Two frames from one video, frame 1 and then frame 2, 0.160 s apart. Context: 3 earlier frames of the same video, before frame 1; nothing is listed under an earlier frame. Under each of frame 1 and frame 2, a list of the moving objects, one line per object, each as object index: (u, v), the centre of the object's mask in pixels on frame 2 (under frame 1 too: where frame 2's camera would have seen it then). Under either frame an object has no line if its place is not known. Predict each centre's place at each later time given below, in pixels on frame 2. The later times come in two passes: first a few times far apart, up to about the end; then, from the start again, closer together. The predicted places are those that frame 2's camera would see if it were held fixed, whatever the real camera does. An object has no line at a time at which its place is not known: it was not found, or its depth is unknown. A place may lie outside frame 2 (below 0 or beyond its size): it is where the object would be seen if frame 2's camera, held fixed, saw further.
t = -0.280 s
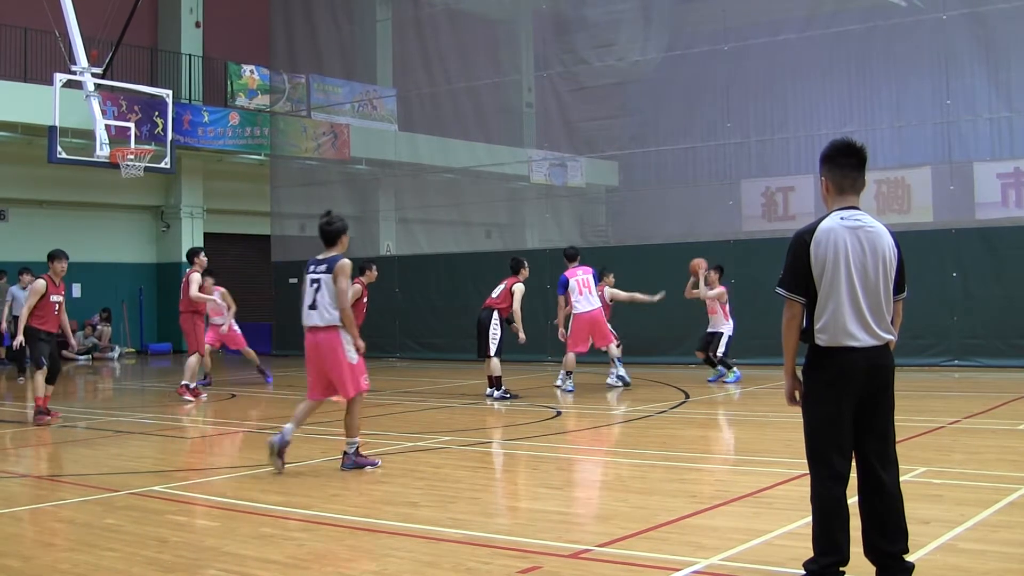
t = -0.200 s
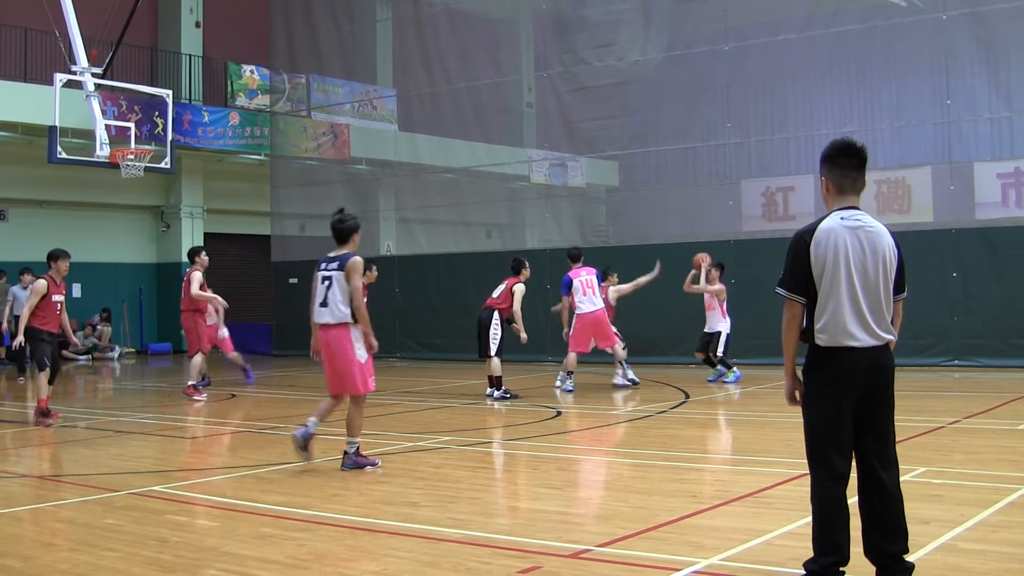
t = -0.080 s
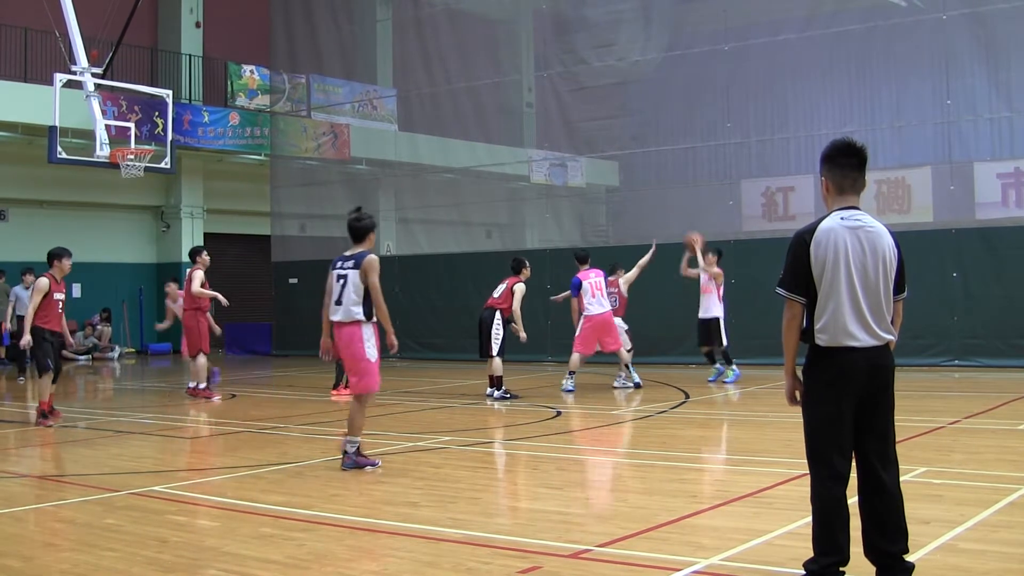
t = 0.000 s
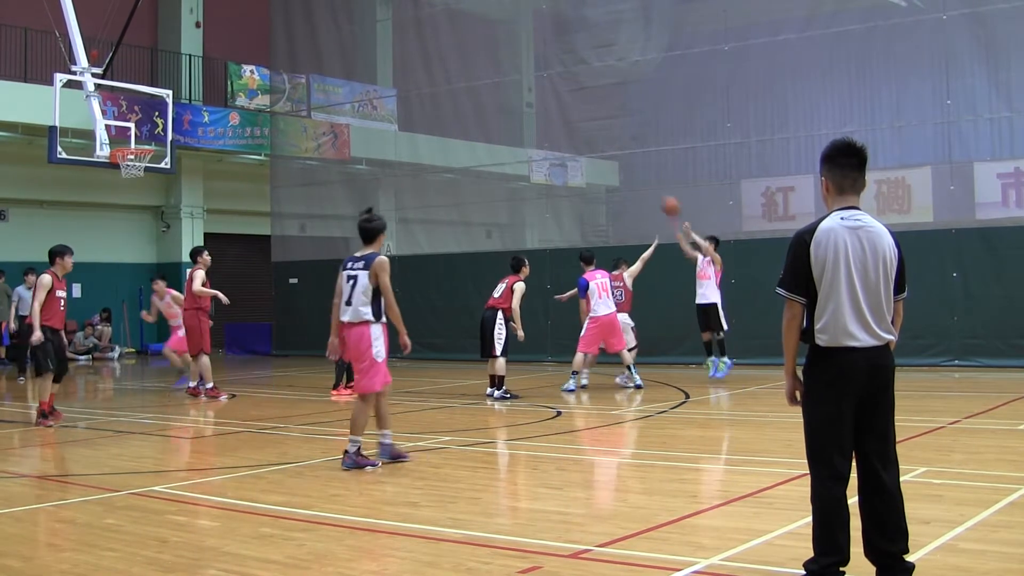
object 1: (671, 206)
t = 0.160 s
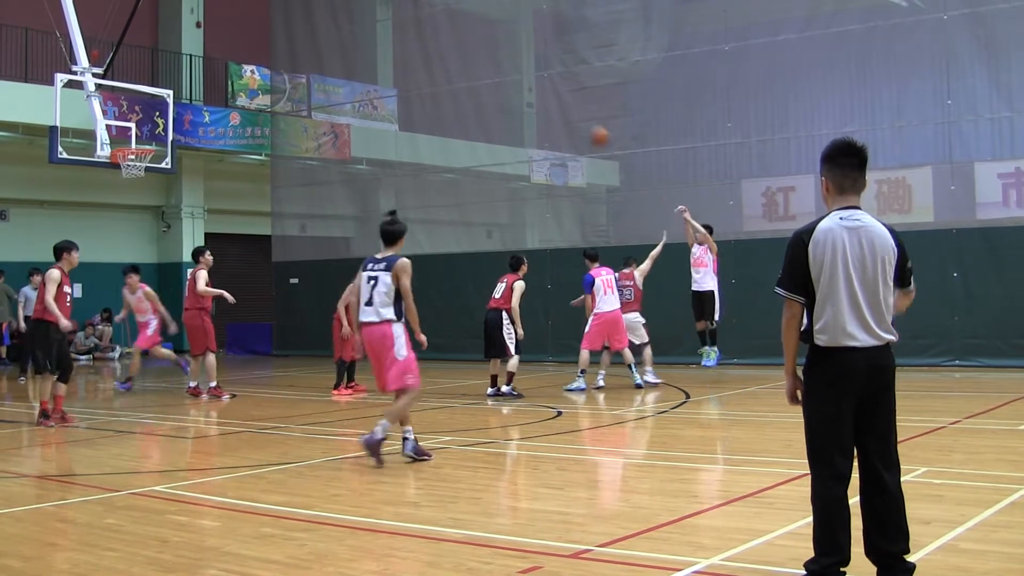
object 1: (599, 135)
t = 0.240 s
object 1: (564, 109)
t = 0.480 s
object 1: (457, 54)
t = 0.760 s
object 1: (335, 48)
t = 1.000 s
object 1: (233, 91)
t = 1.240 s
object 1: (190, 139)
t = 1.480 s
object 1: (279, 147)
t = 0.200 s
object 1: (581, 121)
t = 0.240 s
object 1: (564, 109)
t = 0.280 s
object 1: (544, 95)
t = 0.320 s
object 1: (527, 84)
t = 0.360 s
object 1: (509, 75)
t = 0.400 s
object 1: (492, 67)
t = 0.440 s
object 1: (474, 59)
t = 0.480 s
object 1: (457, 54)
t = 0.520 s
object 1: (439, 49)
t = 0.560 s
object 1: (421, 46)
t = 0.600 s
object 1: (405, 44)
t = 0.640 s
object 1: (386, 44)
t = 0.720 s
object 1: (352, 45)
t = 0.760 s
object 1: (335, 48)
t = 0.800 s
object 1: (317, 52)
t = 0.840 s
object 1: (300, 57)
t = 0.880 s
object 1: (282, 64)
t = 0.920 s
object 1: (265, 71)
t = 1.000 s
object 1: (233, 91)
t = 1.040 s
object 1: (217, 101)
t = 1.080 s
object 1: (198, 114)
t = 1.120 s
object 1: (183, 128)
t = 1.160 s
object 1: (164, 144)
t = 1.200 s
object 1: (171, 143)
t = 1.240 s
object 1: (190, 139)
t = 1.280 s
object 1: (204, 139)
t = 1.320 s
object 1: (220, 138)
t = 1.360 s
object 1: (235, 139)
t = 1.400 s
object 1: (250, 141)
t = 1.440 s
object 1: (265, 144)
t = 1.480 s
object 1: (279, 147)
